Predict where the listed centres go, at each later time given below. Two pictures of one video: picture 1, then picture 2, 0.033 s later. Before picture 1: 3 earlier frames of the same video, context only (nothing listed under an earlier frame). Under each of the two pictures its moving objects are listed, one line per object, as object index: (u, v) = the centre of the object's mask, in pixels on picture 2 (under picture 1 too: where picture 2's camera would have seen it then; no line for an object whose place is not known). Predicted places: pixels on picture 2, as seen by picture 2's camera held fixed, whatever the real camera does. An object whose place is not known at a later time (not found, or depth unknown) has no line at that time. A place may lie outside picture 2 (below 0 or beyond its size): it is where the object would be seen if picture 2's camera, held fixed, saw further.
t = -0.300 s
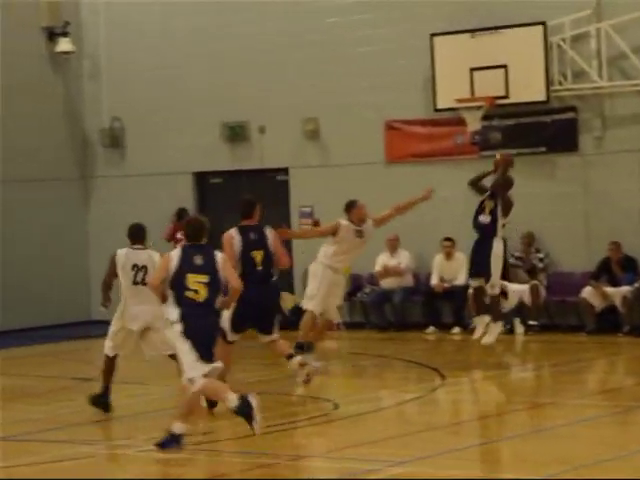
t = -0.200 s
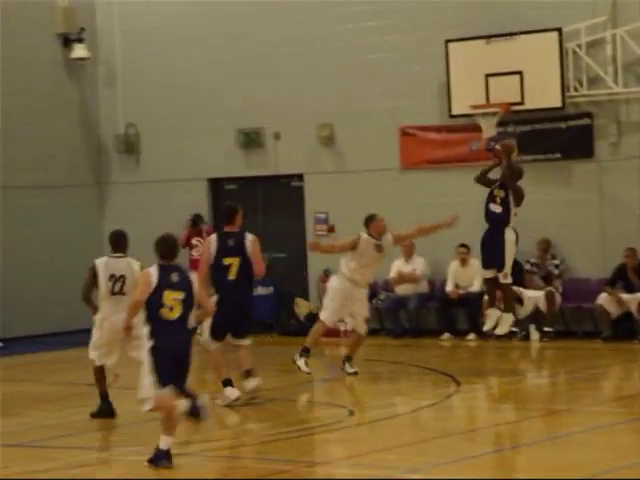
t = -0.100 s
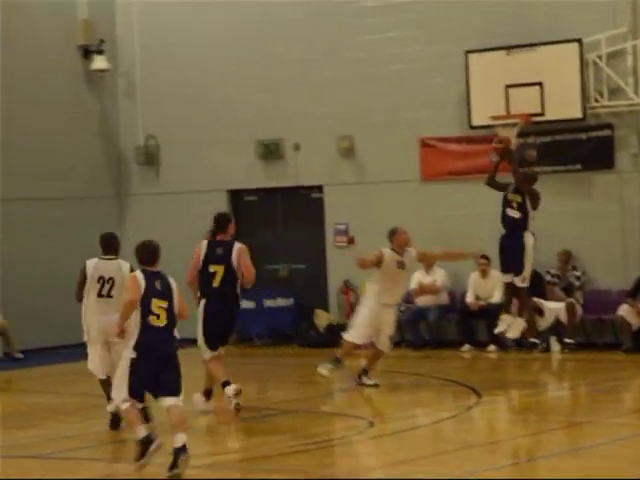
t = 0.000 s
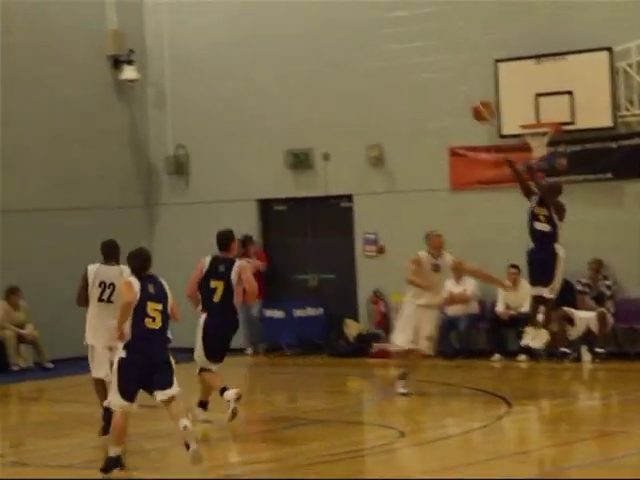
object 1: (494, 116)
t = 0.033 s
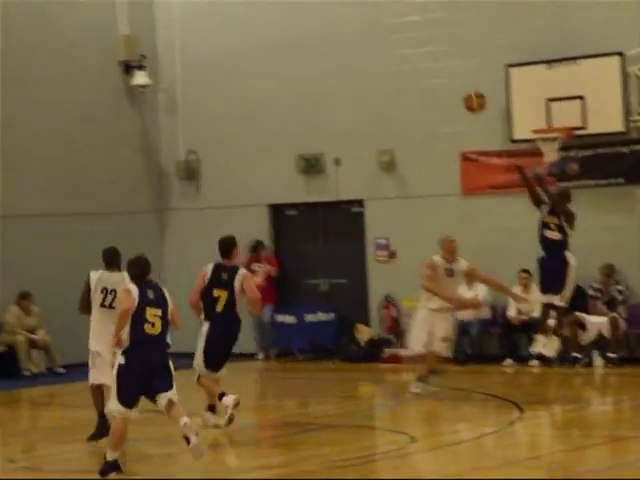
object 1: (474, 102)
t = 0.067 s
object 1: (456, 88)
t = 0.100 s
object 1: (436, 75)
